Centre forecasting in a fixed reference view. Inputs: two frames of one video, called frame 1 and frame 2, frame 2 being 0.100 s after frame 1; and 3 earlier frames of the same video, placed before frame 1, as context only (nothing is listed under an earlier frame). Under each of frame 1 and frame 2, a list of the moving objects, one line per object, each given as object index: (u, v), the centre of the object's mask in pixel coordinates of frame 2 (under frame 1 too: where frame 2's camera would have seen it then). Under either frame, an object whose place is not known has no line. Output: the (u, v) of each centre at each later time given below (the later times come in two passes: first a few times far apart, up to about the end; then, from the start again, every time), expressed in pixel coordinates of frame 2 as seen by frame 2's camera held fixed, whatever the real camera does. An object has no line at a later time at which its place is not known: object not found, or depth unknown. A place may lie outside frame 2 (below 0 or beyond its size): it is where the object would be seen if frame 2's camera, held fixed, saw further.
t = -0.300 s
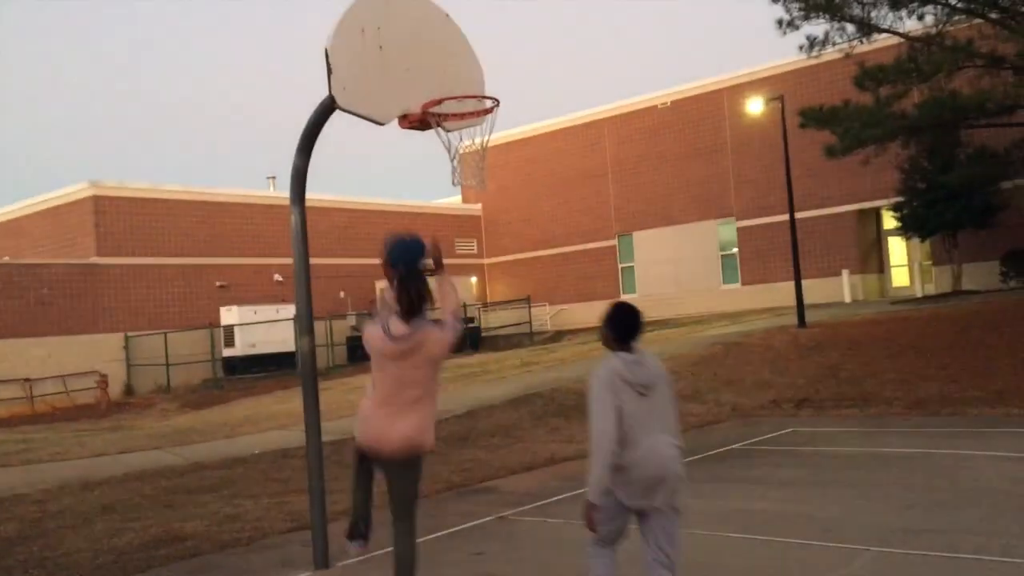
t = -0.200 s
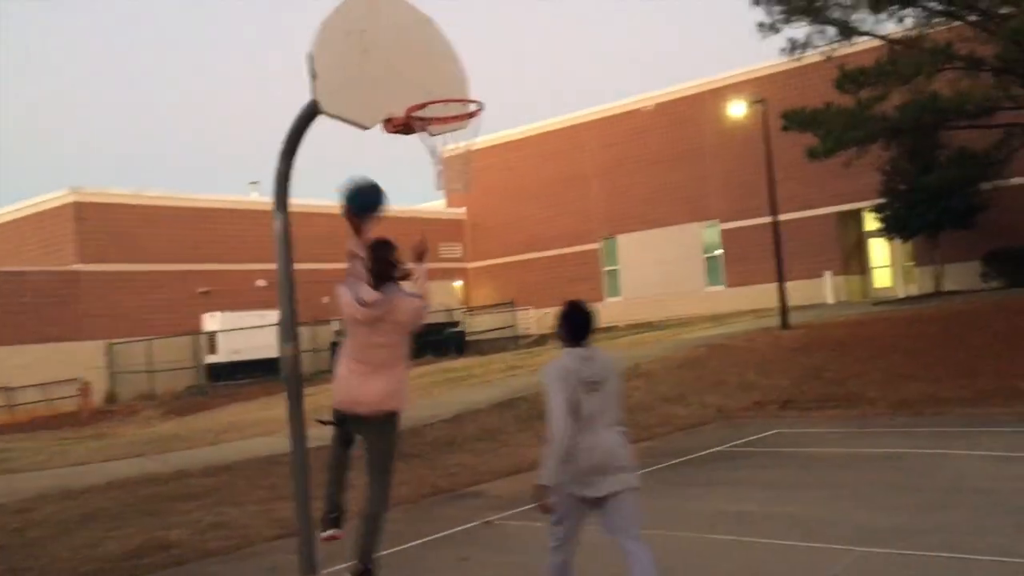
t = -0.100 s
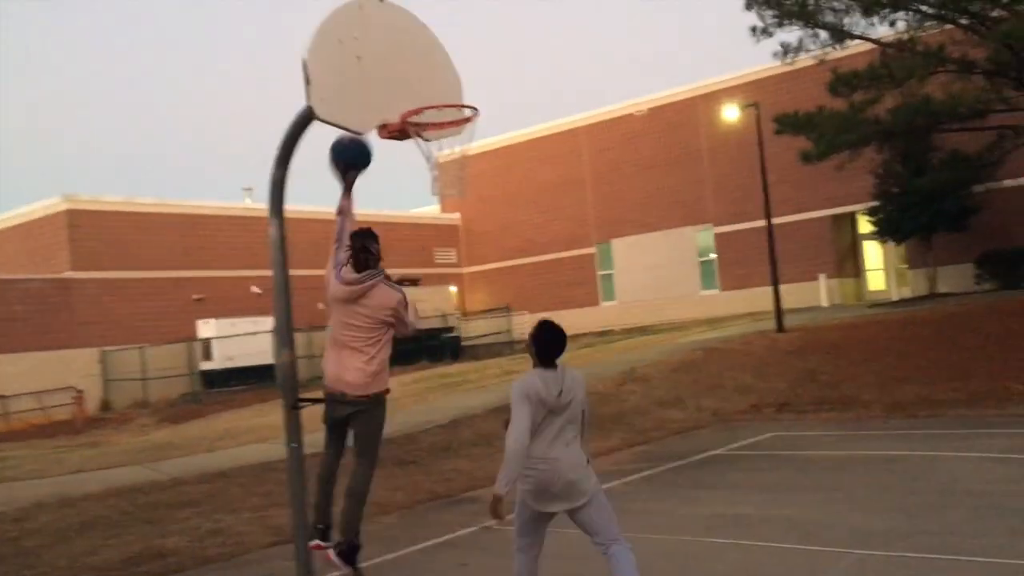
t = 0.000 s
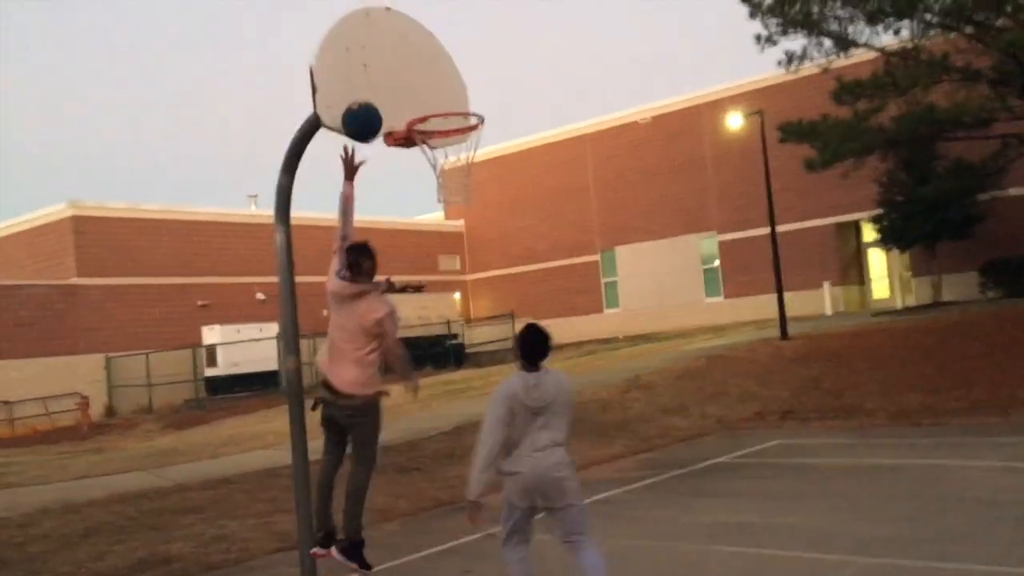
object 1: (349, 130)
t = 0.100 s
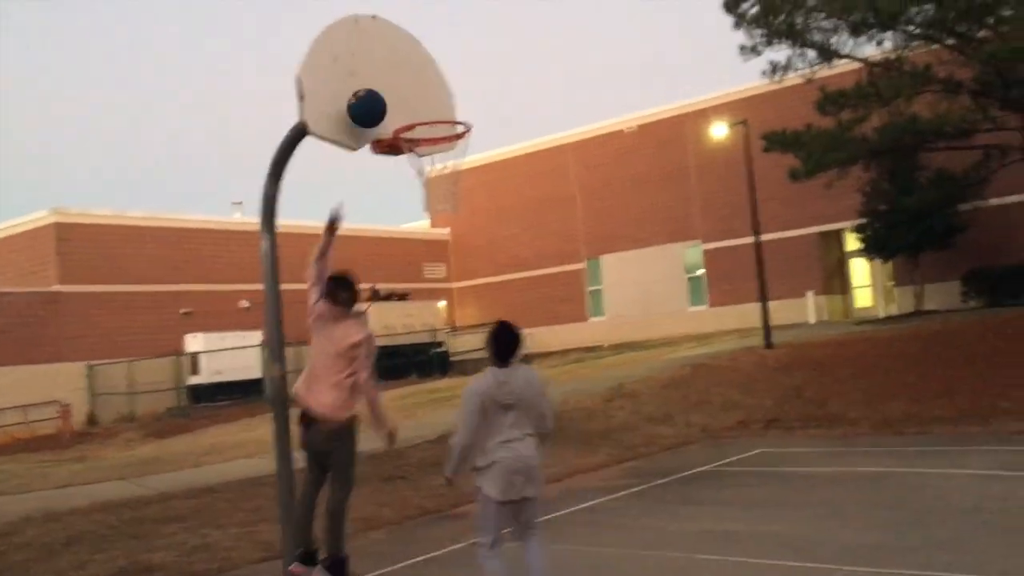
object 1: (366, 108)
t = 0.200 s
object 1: (396, 102)
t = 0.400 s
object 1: (441, 138)
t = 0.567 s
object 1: (451, 194)
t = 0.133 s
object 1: (377, 104)
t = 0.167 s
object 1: (387, 102)
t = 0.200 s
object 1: (396, 102)
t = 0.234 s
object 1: (405, 104)
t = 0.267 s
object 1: (415, 106)
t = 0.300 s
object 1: (426, 108)
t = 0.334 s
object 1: (436, 121)
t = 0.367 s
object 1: (439, 129)
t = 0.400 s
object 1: (441, 138)
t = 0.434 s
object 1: (445, 149)
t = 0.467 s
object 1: (448, 163)
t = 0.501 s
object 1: (450, 176)
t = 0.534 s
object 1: (451, 186)
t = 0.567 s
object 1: (451, 194)
